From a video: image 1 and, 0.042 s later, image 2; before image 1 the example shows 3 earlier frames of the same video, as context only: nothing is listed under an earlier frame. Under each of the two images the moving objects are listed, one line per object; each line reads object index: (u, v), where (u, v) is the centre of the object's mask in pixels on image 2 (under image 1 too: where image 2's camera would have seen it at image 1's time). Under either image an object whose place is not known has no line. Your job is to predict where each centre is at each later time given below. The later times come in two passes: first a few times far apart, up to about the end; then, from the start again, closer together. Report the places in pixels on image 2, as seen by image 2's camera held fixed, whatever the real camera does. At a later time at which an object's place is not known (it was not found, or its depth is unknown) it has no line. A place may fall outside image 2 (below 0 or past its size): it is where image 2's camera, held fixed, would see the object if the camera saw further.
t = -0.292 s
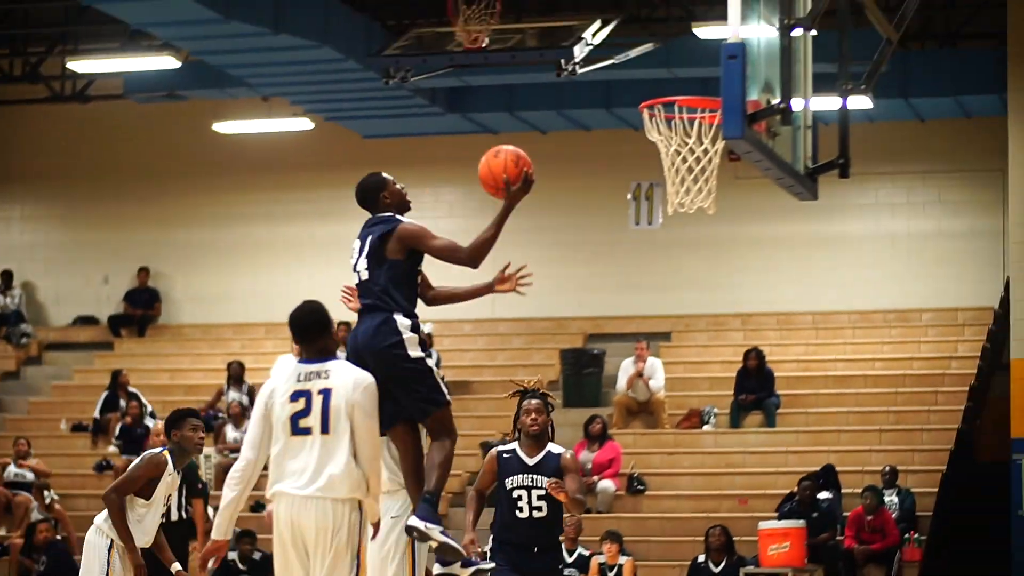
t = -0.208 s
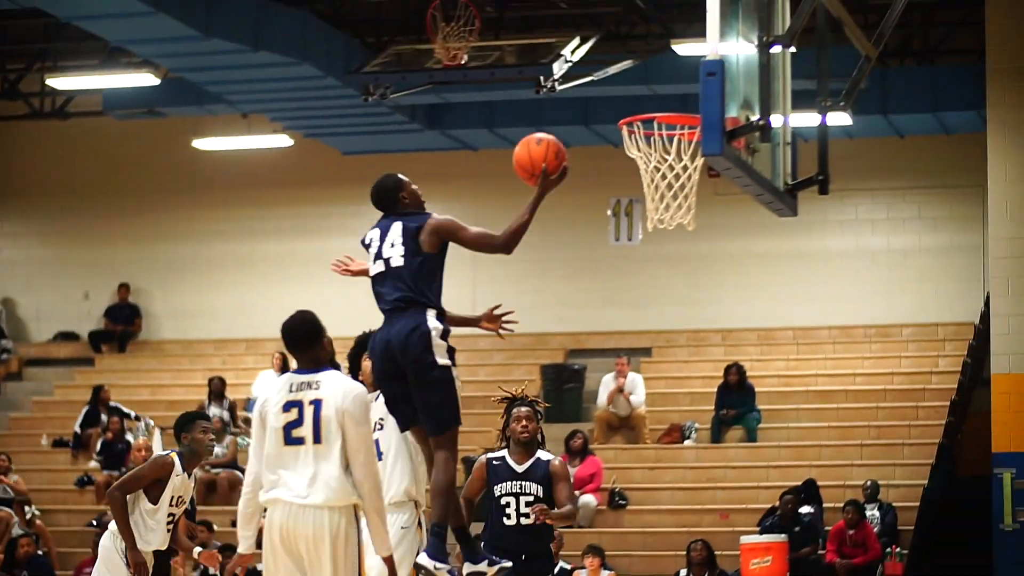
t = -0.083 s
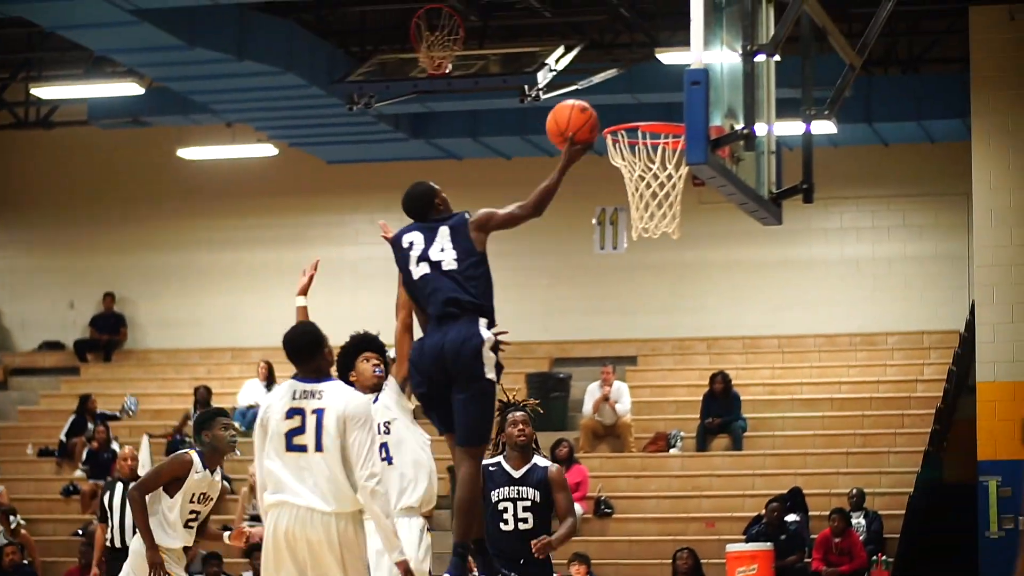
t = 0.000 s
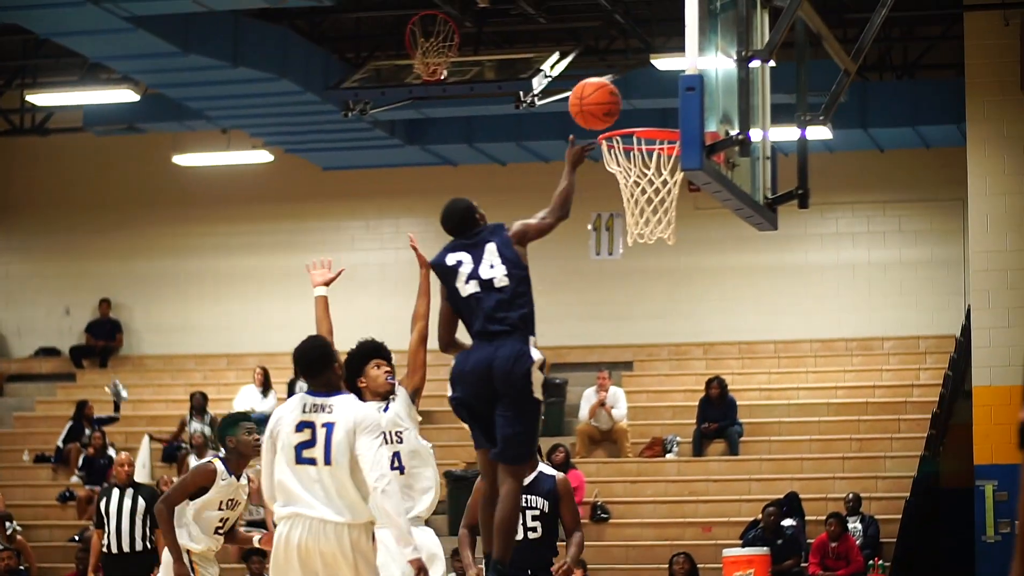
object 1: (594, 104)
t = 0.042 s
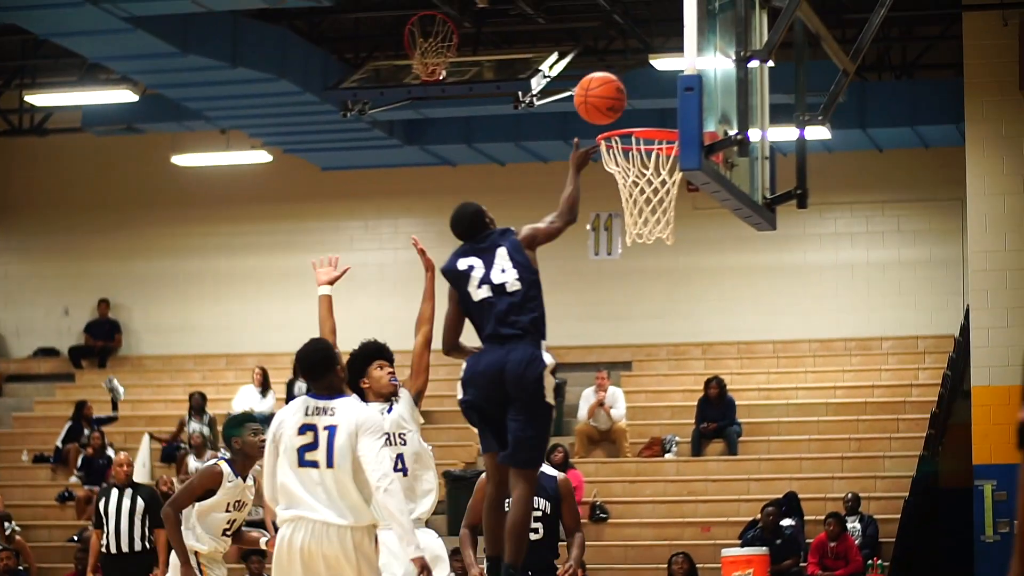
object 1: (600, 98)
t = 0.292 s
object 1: (663, 74)
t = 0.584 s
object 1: (661, 106)
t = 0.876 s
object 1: (629, 180)
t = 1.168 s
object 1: (605, 234)
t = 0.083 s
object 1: (613, 89)
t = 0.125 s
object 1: (626, 81)
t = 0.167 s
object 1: (638, 77)
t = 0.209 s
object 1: (644, 76)
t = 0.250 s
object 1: (656, 74)
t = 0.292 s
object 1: (663, 74)
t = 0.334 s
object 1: (678, 77)
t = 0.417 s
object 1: (671, 82)
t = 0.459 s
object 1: (668, 87)
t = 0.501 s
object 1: (665, 93)
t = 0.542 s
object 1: (664, 96)
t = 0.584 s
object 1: (661, 106)
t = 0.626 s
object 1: (658, 111)
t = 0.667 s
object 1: (656, 128)
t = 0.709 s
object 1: (654, 138)
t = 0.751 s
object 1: (648, 156)
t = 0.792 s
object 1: (641, 164)
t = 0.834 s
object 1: (632, 175)
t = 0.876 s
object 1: (629, 180)
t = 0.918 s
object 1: (621, 187)
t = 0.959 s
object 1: (616, 195)
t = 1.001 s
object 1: (611, 201)
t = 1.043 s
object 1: (610, 205)
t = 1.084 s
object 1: (609, 213)
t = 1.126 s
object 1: (608, 226)
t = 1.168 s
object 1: (605, 234)
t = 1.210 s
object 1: (603, 239)
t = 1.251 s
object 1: (602, 253)
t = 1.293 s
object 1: (600, 270)
